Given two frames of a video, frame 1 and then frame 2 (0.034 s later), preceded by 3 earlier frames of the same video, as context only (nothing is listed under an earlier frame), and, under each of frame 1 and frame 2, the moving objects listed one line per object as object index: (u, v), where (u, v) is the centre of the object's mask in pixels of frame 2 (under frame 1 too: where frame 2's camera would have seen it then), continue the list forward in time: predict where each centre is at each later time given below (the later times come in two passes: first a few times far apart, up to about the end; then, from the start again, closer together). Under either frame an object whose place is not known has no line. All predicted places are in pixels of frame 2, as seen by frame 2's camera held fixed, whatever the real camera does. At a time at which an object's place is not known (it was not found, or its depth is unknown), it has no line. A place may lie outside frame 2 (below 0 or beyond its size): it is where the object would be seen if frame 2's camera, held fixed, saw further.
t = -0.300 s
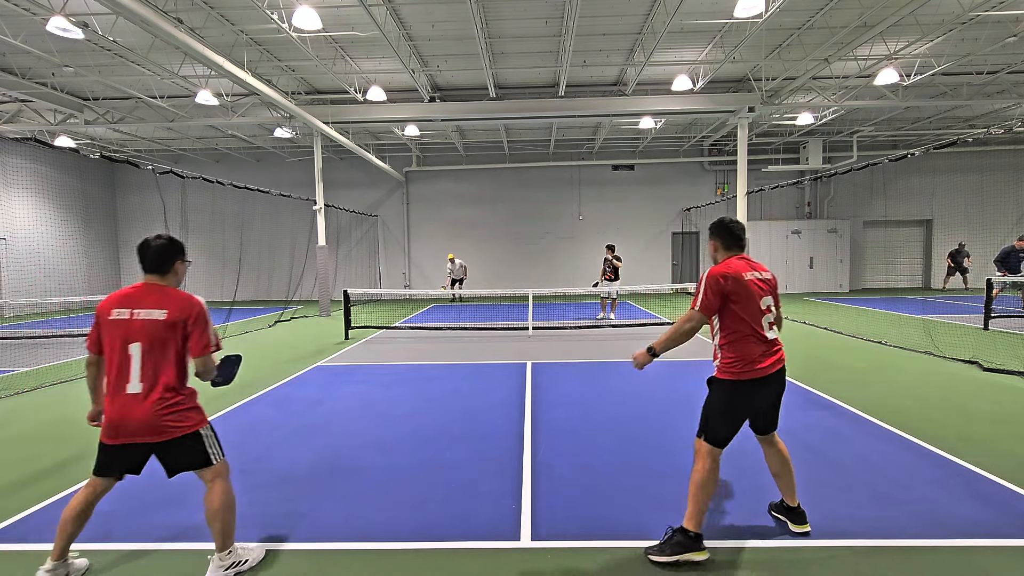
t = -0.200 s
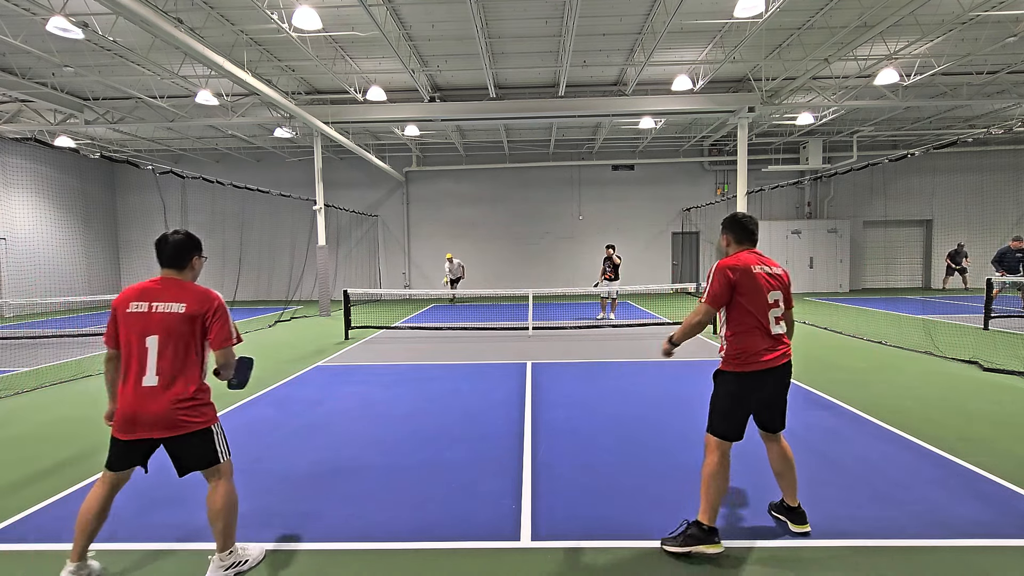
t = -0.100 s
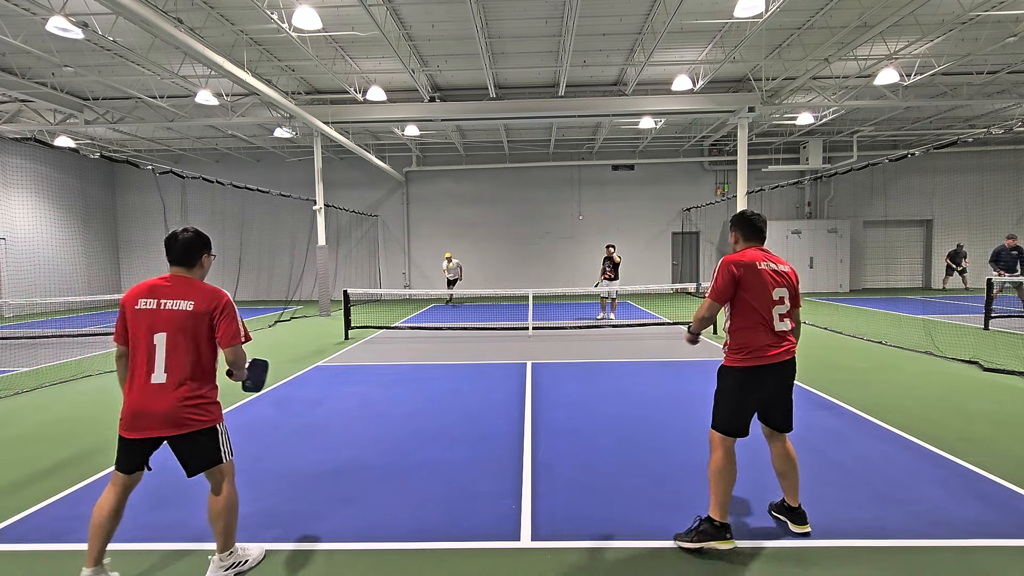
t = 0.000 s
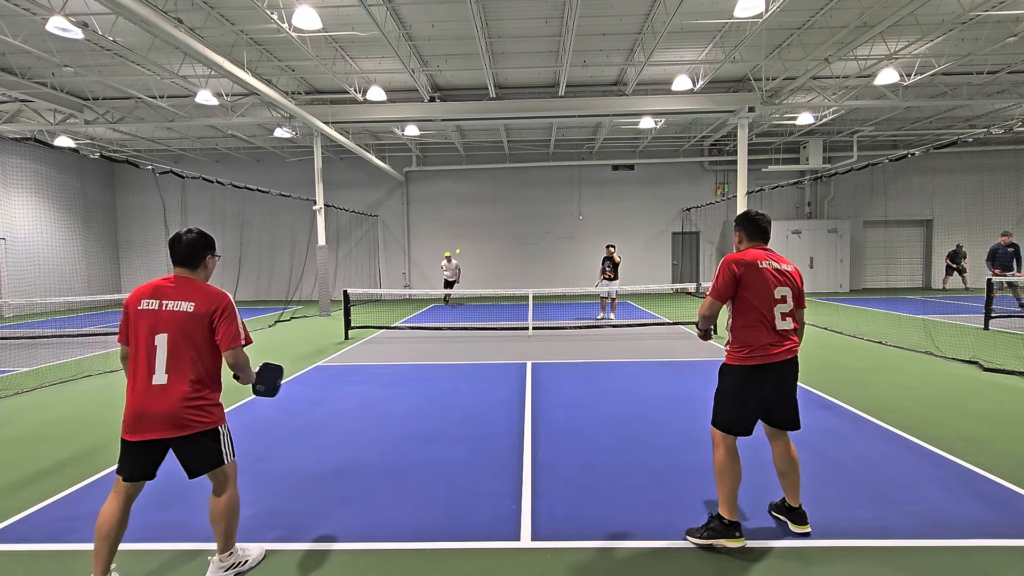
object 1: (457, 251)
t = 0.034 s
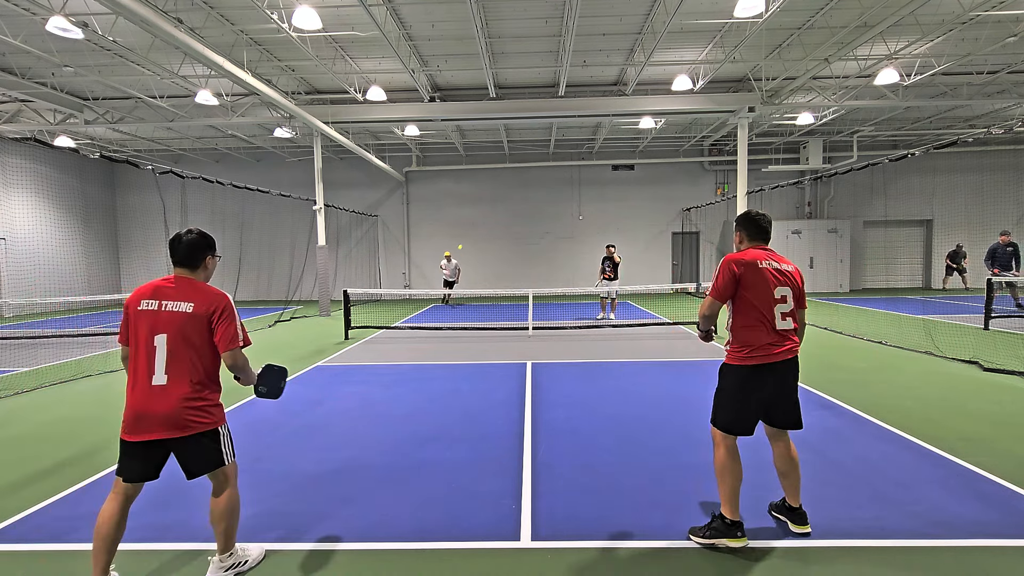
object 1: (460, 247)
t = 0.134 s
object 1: (468, 236)
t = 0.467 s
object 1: (507, 221)
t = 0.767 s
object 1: (573, 278)
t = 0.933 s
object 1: (643, 387)
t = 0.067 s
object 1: (462, 243)
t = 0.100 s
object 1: (465, 239)
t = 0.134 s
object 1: (468, 236)
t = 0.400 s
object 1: (497, 220)
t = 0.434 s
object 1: (502, 220)
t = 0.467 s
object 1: (507, 221)
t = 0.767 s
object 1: (573, 278)
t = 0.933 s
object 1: (643, 387)
